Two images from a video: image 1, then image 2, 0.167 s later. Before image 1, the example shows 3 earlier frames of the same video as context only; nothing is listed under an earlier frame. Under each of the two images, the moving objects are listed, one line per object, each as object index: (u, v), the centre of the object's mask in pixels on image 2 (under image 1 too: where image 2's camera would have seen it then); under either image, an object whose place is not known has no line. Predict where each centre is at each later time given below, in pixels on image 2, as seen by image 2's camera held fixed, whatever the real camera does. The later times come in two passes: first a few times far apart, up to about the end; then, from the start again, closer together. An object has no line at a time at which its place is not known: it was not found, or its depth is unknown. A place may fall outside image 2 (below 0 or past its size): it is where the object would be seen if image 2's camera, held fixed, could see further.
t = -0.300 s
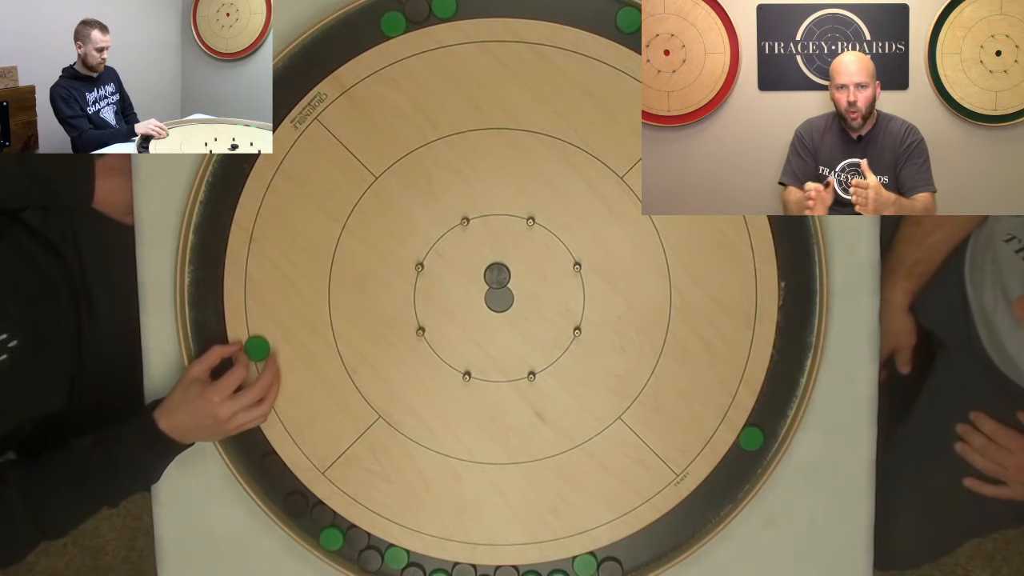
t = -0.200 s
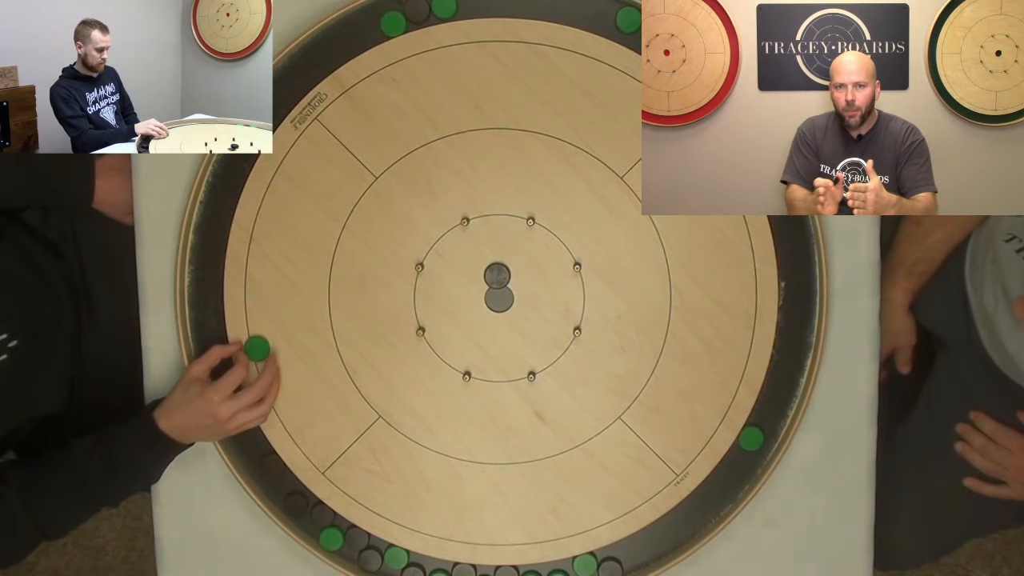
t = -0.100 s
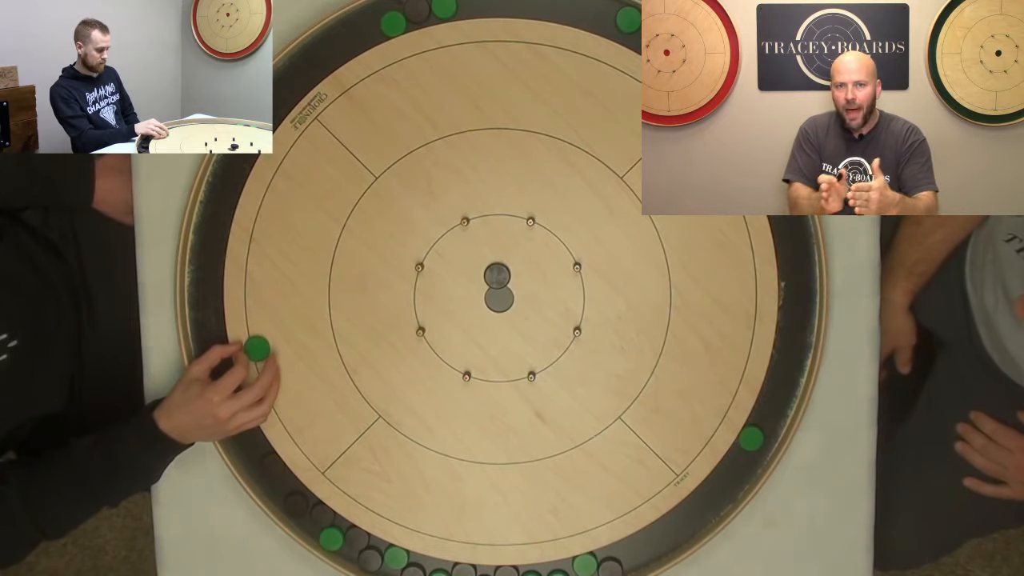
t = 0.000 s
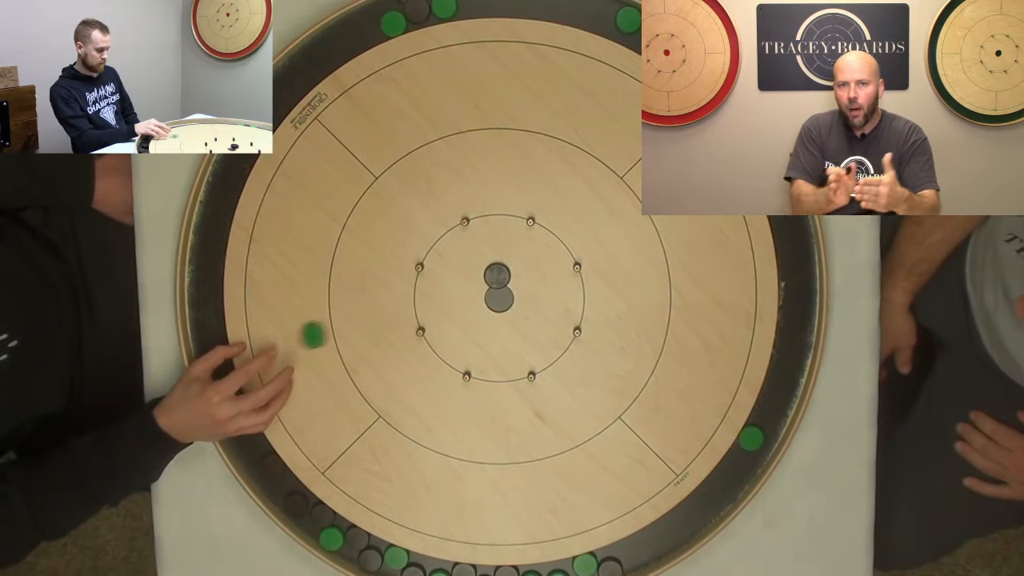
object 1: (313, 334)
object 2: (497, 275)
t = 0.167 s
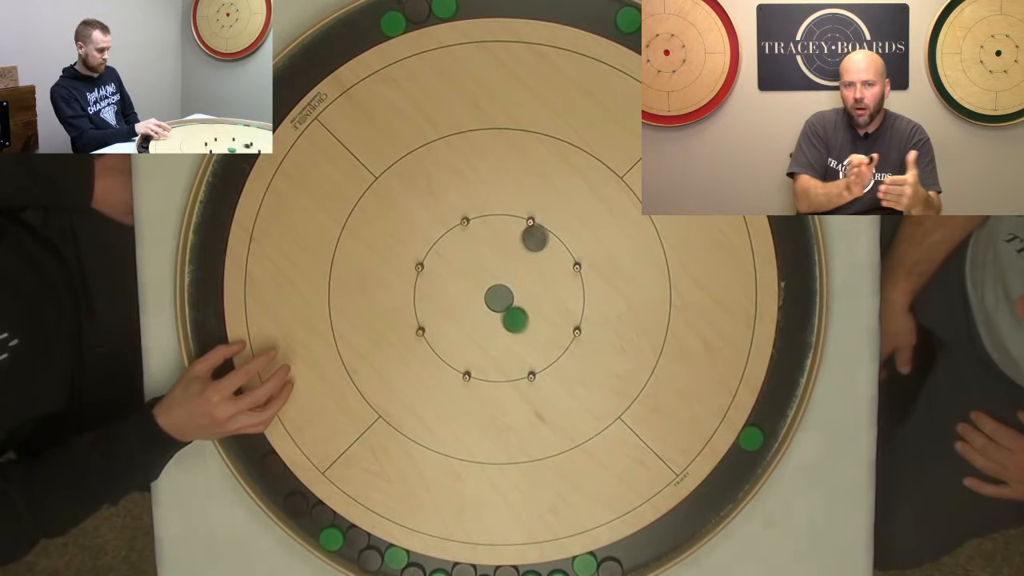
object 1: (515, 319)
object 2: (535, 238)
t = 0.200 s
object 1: (535, 333)
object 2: (553, 249)
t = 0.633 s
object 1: (715, 452)
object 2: (339, 230)
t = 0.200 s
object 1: (535, 333)
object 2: (553, 249)
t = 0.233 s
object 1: (554, 345)
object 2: (555, 255)
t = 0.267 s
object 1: (573, 358)
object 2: (533, 252)
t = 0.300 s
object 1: (590, 369)
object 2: (512, 250)
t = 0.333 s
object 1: (607, 380)
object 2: (492, 247)
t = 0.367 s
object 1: (623, 390)
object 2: (472, 245)
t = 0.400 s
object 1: (637, 400)
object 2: (454, 243)
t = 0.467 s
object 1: (663, 417)
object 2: (420, 239)
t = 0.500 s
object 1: (674, 424)
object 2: (402, 237)
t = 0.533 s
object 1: (685, 432)
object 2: (385, 235)
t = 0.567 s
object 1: (696, 439)
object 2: (369, 234)
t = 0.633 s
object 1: (715, 452)
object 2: (339, 230)
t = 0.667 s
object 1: (723, 458)
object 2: (325, 228)
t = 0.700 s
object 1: (732, 462)
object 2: (311, 227)
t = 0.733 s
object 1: (739, 467)
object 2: (298, 225)
